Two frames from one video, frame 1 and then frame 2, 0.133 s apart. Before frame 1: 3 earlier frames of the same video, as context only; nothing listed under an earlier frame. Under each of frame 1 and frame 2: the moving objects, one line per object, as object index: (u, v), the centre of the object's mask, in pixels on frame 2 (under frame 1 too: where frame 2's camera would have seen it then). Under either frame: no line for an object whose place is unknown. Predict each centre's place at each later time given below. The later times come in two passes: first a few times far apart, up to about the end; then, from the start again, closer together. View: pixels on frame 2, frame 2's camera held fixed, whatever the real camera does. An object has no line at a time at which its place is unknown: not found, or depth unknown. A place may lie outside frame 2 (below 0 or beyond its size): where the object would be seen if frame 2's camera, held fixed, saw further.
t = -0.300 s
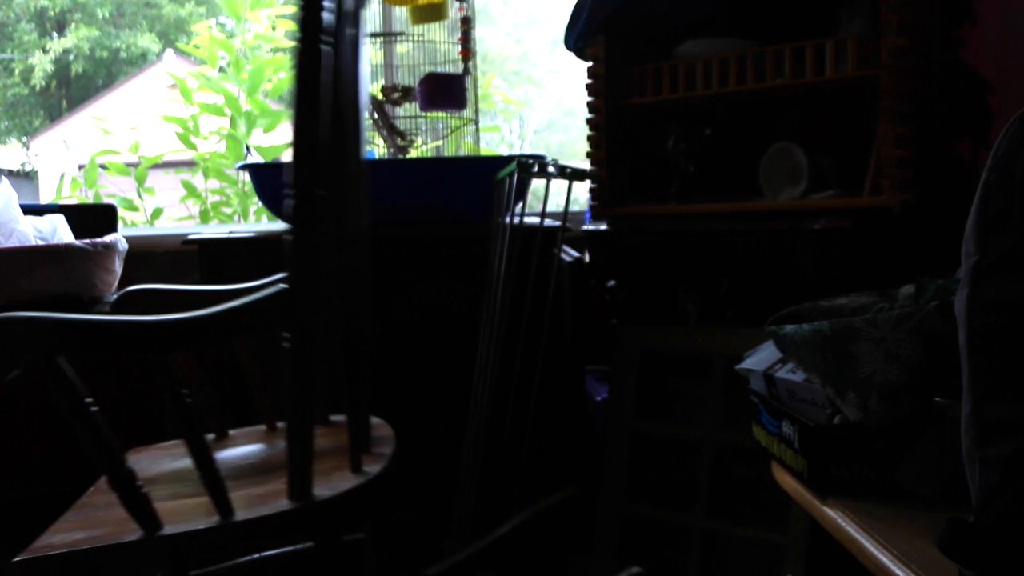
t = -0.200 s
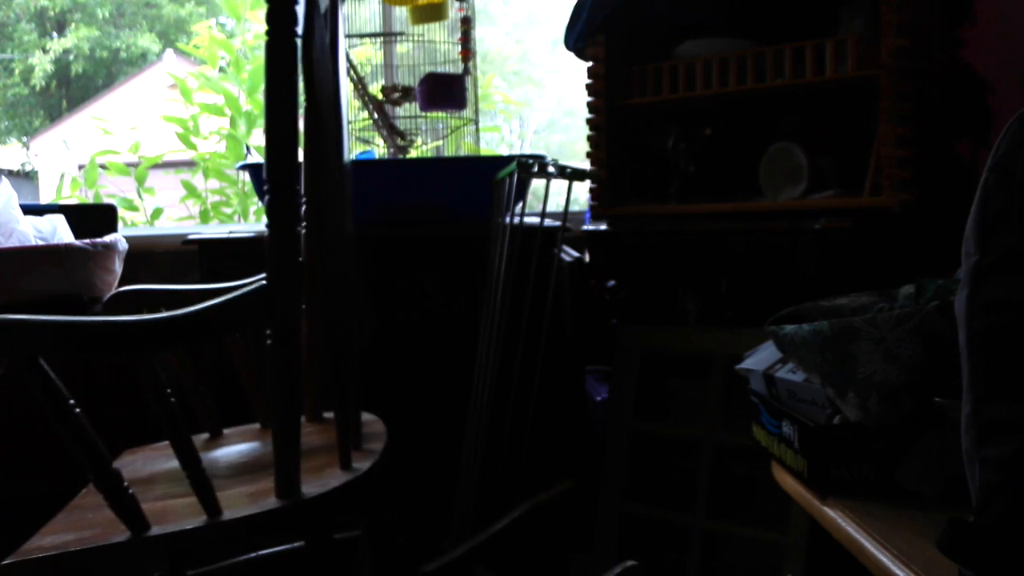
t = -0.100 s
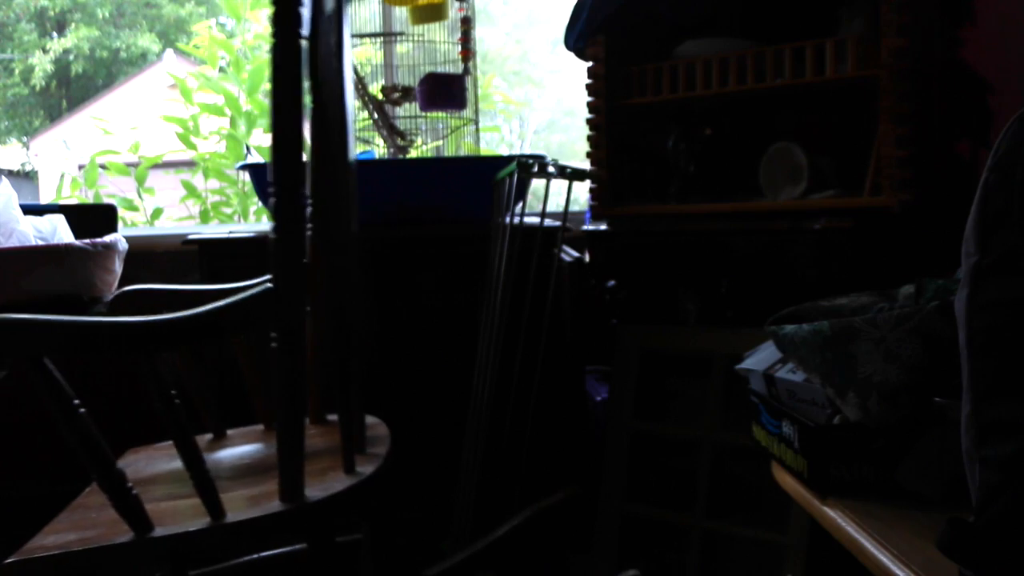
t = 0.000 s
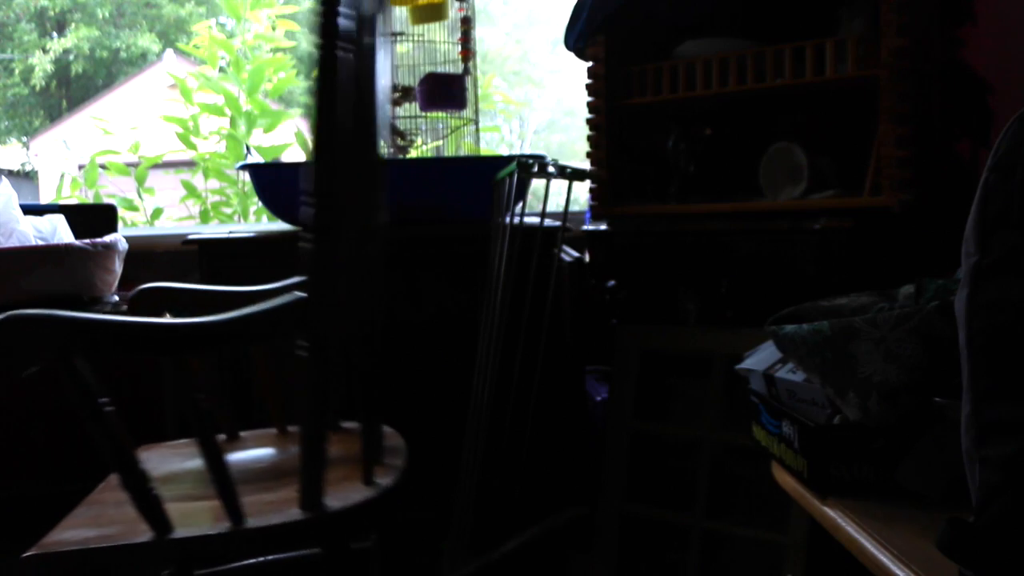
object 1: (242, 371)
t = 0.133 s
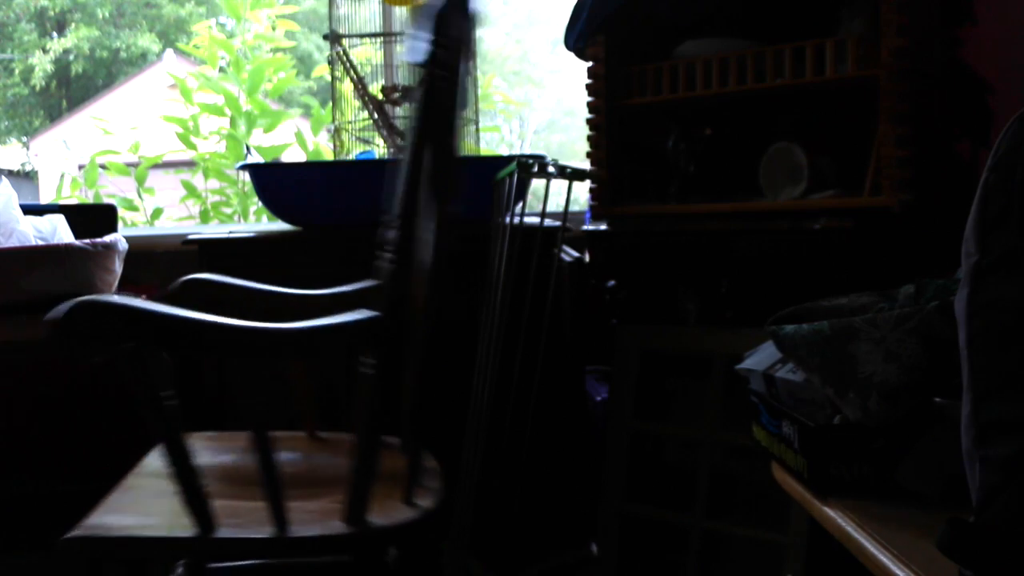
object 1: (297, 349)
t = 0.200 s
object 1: (336, 350)
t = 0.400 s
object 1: (443, 350)
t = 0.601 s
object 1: (494, 345)
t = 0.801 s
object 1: (473, 349)
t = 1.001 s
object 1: (401, 358)
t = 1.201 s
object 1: (320, 346)
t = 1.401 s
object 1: (275, 369)
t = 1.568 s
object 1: (284, 371)
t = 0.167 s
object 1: (311, 351)
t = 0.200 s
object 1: (336, 350)
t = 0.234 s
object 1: (354, 358)
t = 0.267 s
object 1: (371, 352)
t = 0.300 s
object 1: (398, 354)
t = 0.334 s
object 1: (406, 360)
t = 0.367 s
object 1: (423, 359)
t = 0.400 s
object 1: (443, 350)
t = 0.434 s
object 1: (457, 349)
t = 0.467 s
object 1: (472, 344)
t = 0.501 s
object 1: (476, 349)
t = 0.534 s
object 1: (486, 346)
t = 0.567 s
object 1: (490, 347)
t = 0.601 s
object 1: (494, 345)
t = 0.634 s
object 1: (498, 343)
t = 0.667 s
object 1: (498, 342)
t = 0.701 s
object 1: (491, 346)
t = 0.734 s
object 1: (483, 349)
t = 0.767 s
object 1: (478, 350)
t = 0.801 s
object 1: (473, 349)
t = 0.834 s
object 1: (464, 349)
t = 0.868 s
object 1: (449, 353)
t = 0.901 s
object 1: (441, 352)
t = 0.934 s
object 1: (430, 353)
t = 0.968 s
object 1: (411, 358)
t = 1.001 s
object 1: (401, 358)
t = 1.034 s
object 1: (389, 347)
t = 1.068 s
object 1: (373, 351)
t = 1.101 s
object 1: (356, 354)
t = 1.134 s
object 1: (339, 372)
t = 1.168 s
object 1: (340, 352)
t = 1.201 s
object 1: (320, 346)
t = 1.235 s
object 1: (302, 351)
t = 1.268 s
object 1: (293, 350)
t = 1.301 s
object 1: (284, 376)
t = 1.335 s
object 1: (279, 372)
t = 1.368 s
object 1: (274, 372)
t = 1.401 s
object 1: (275, 369)
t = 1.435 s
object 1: (272, 370)
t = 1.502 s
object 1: (279, 367)
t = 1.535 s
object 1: (281, 370)
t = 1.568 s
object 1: (284, 371)
